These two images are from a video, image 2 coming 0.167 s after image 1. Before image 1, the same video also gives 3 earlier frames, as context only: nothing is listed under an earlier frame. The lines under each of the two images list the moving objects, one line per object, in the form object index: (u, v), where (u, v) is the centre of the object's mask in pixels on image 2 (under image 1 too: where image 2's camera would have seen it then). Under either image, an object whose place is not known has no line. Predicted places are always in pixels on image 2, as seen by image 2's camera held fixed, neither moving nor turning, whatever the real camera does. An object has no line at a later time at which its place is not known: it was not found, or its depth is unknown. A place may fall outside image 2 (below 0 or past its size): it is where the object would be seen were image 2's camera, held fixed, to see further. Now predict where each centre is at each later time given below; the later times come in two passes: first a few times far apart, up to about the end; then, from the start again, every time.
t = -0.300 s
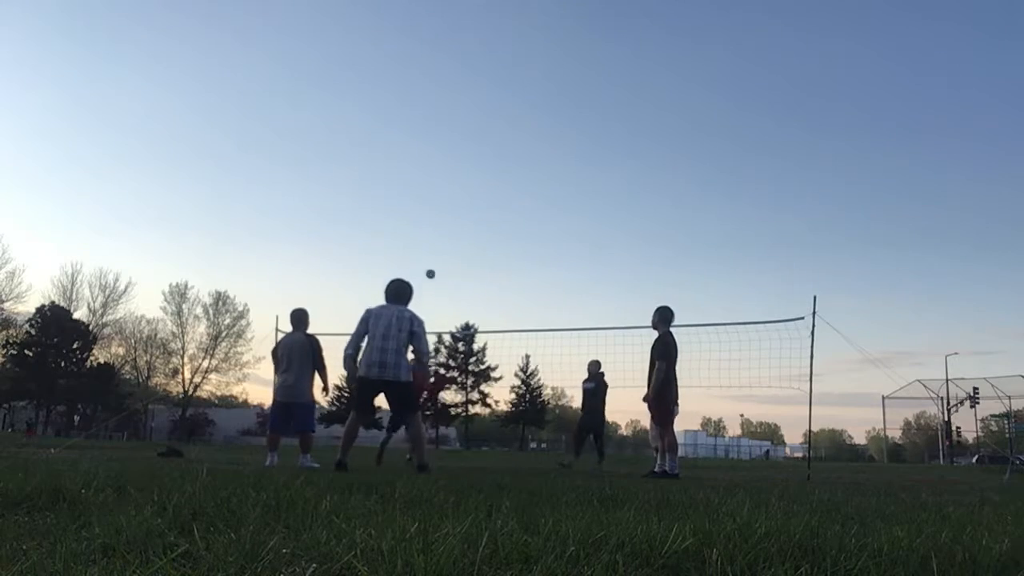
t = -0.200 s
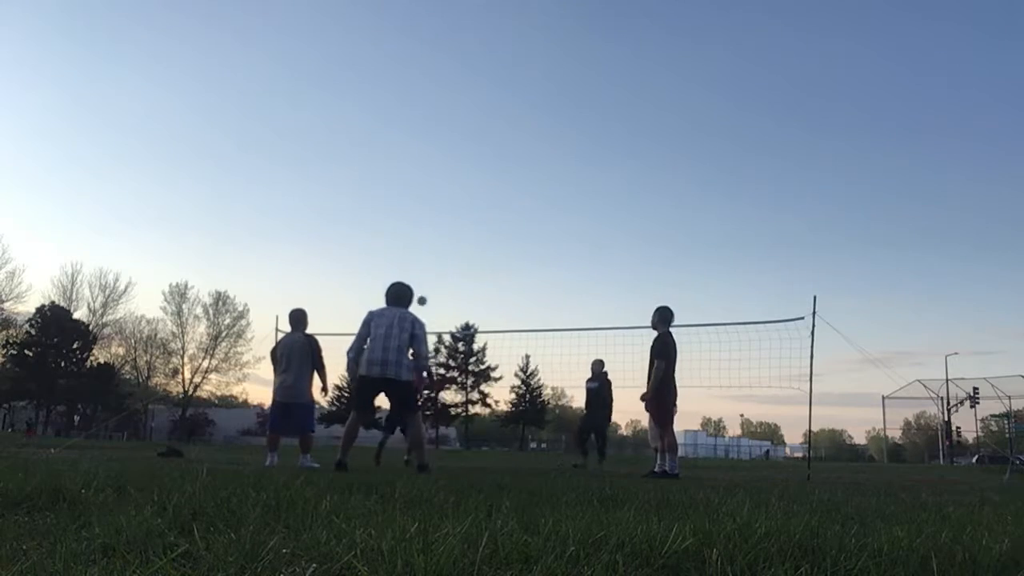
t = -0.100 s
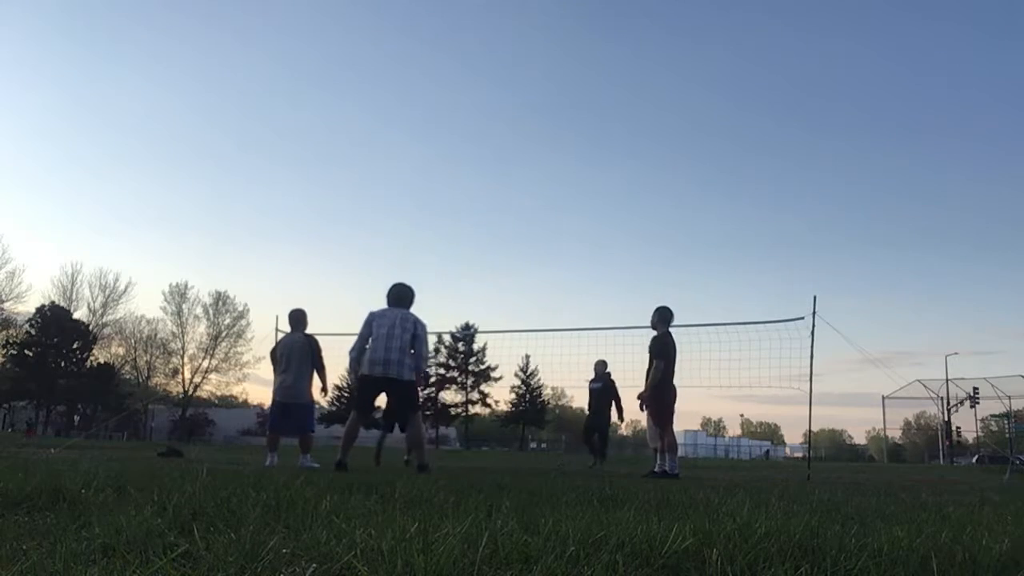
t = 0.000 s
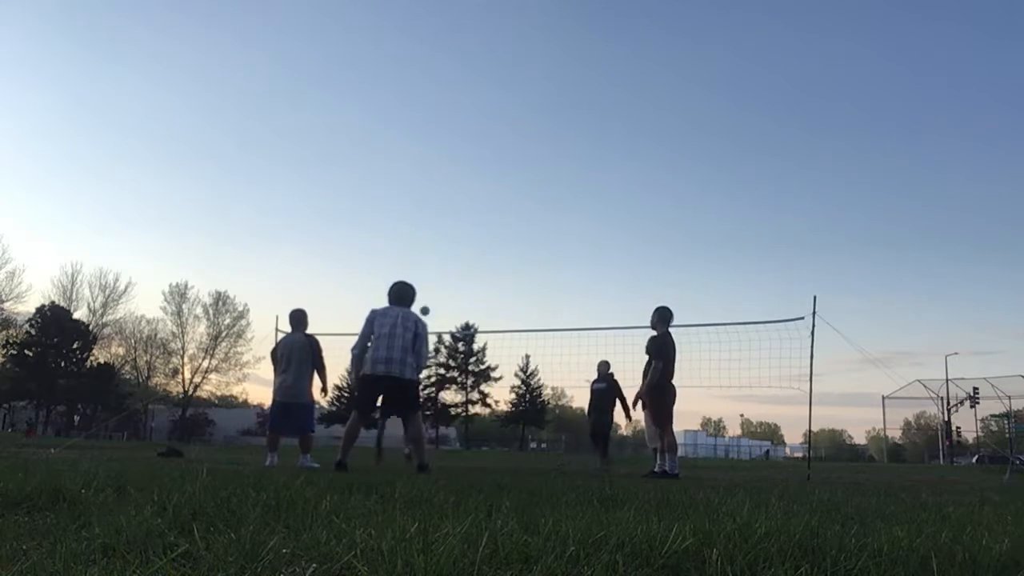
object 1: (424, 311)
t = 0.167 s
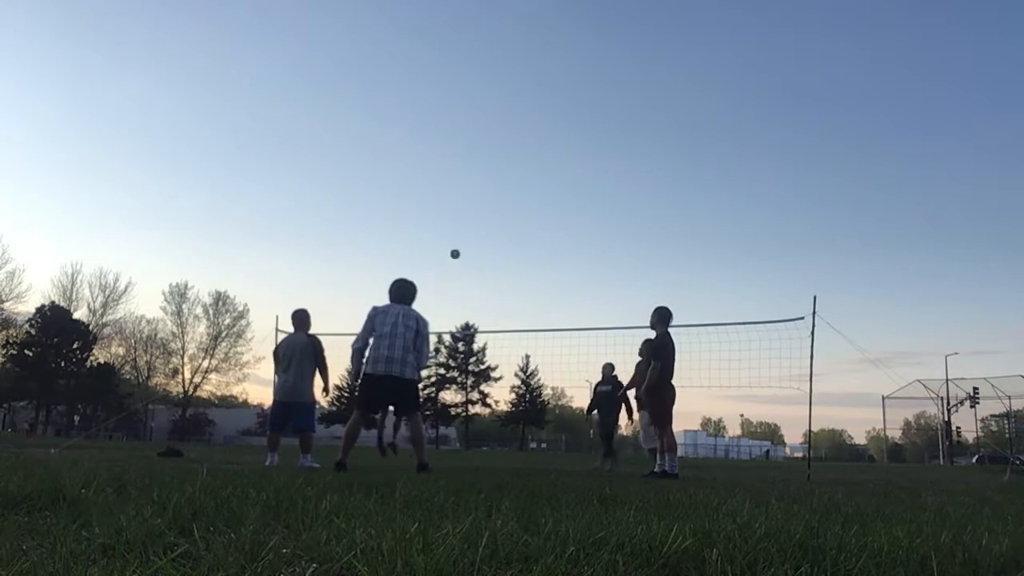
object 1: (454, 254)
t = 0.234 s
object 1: (466, 237)
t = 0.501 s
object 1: (513, 202)
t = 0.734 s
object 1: (553, 213)
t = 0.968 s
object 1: (593, 264)
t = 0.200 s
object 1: (460, 245)
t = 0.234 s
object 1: (466, 237)
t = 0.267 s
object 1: (472, 230)
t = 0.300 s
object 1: (478, 223)
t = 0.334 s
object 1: (484, 218)
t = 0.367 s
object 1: (490, 213)
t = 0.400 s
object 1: (496, 209)
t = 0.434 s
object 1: (502, 206)
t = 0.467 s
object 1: (507, 204)
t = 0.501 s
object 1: (513, 202)
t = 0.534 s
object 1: (519, 201)
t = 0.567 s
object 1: (524, 201)
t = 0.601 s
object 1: (530, 202)
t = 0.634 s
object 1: (536, 203)
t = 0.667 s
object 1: (541, 206)
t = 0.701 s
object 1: (547, 209)
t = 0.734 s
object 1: (553, 213)
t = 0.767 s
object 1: (559, 217)
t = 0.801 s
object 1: (564, 223)
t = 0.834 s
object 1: (570, 230)
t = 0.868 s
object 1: (576, 237)
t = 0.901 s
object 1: (581, 245)
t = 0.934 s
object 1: (587, 254)
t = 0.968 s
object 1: (593, 264)
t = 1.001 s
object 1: (599, 274)
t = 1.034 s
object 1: (604, 286)
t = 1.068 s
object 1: (610, 298)
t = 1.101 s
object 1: (616, 311)
